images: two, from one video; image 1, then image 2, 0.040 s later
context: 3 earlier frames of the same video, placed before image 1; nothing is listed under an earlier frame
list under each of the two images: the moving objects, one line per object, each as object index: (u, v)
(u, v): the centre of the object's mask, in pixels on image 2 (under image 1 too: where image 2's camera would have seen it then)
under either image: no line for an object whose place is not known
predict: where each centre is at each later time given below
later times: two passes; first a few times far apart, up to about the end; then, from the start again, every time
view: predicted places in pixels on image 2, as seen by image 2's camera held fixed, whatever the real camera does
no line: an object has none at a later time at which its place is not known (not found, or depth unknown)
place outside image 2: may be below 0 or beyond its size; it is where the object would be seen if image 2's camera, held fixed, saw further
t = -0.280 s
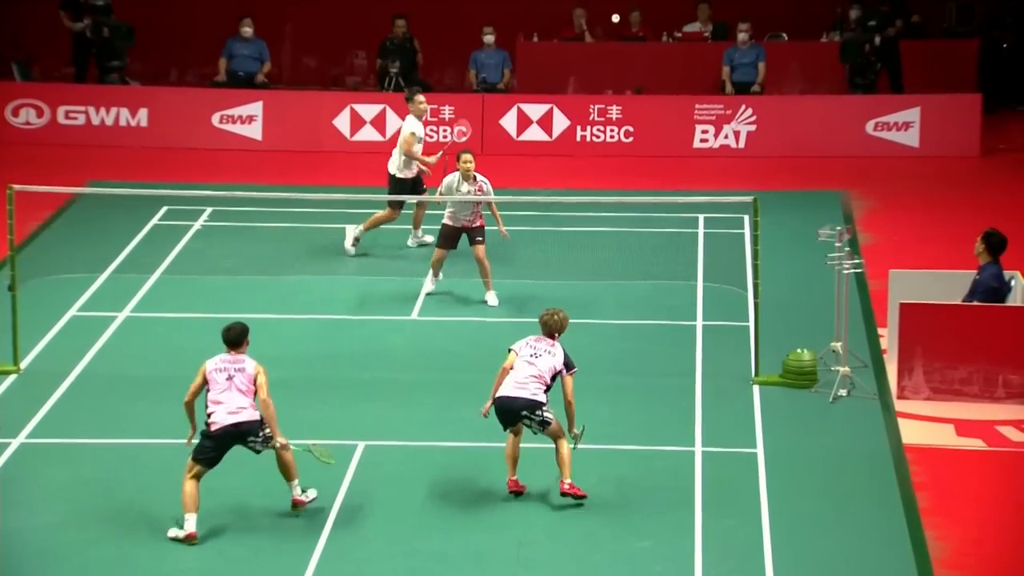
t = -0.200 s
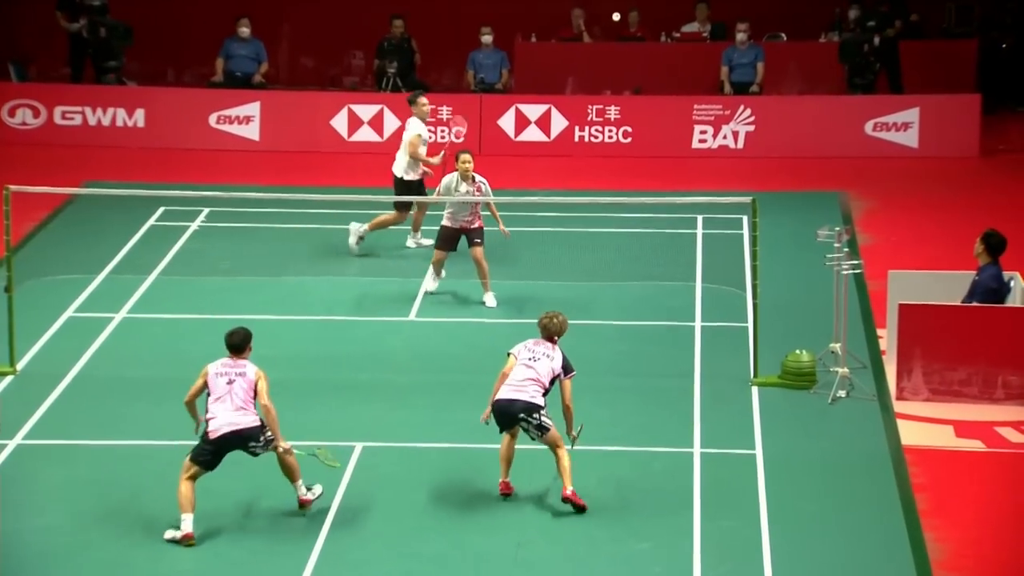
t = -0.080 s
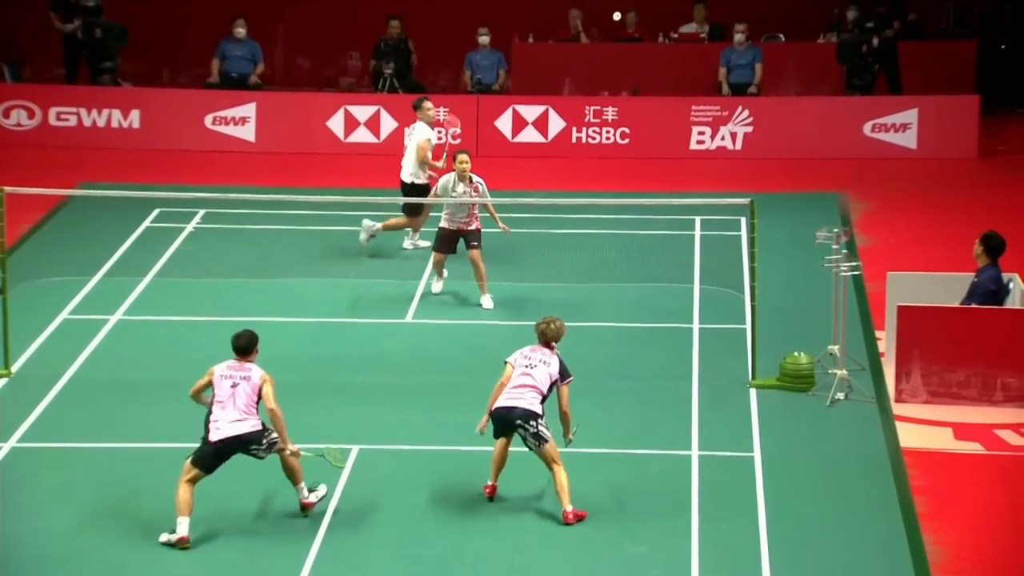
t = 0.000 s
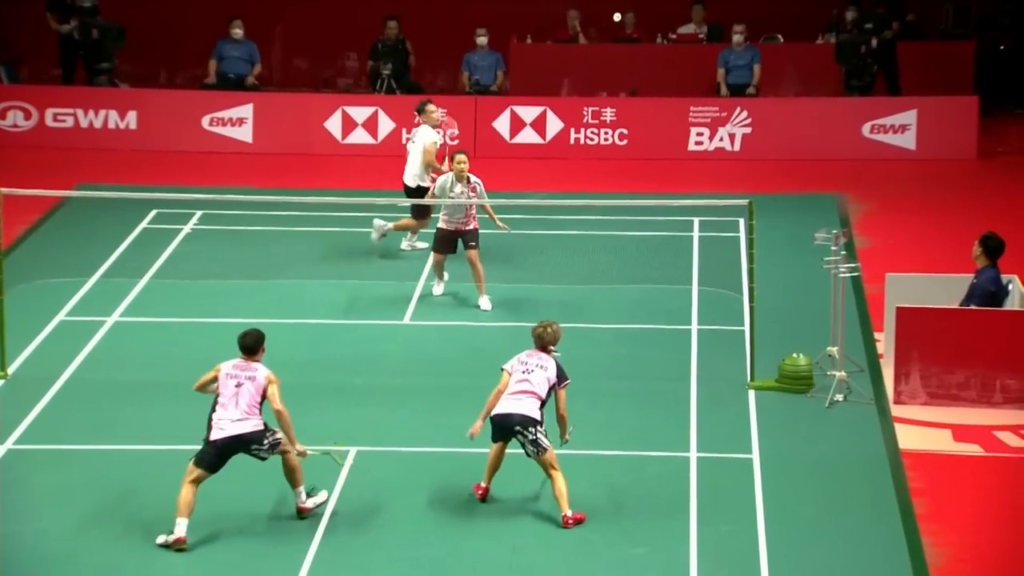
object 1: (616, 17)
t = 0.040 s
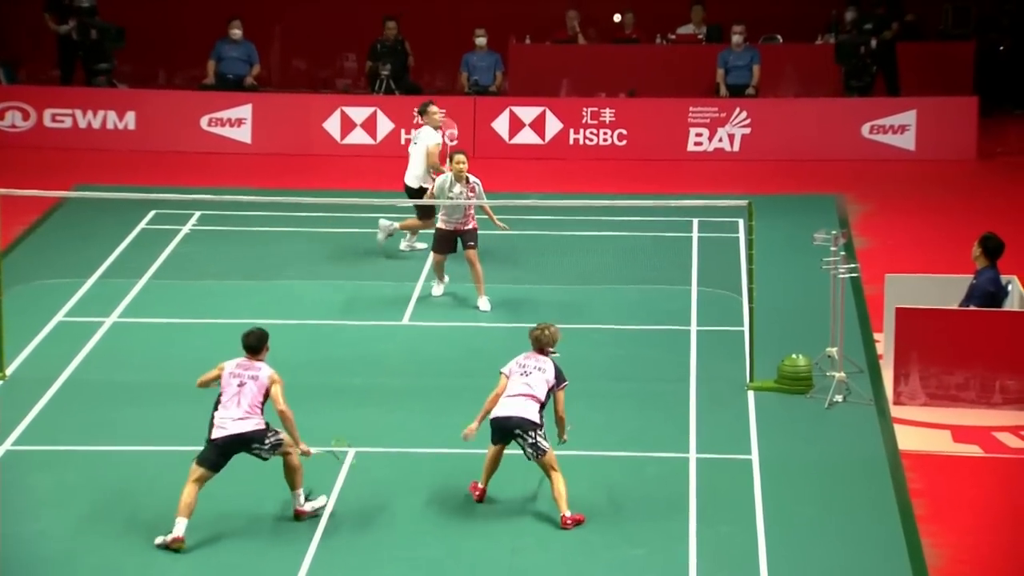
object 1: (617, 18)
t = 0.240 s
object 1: (621, 23)
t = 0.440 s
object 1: (625, 32)
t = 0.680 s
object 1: (630, 48)
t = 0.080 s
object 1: (618, 18)
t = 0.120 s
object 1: (619, 19)
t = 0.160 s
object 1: (620, 20)
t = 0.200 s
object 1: (620, 21)
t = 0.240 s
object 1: (621, 23)
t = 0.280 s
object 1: (622, 24)
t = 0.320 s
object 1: (622, 26)
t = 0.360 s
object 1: (624, 28)
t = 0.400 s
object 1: (625, 30)
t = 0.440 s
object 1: (625, 32)
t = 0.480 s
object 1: (626, 34)
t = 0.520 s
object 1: (627, 37)
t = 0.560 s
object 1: (628, 39)
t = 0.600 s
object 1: (629, 42)
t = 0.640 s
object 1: (629, 45)
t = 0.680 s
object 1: (630, 48)
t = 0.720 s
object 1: (631, 51)
